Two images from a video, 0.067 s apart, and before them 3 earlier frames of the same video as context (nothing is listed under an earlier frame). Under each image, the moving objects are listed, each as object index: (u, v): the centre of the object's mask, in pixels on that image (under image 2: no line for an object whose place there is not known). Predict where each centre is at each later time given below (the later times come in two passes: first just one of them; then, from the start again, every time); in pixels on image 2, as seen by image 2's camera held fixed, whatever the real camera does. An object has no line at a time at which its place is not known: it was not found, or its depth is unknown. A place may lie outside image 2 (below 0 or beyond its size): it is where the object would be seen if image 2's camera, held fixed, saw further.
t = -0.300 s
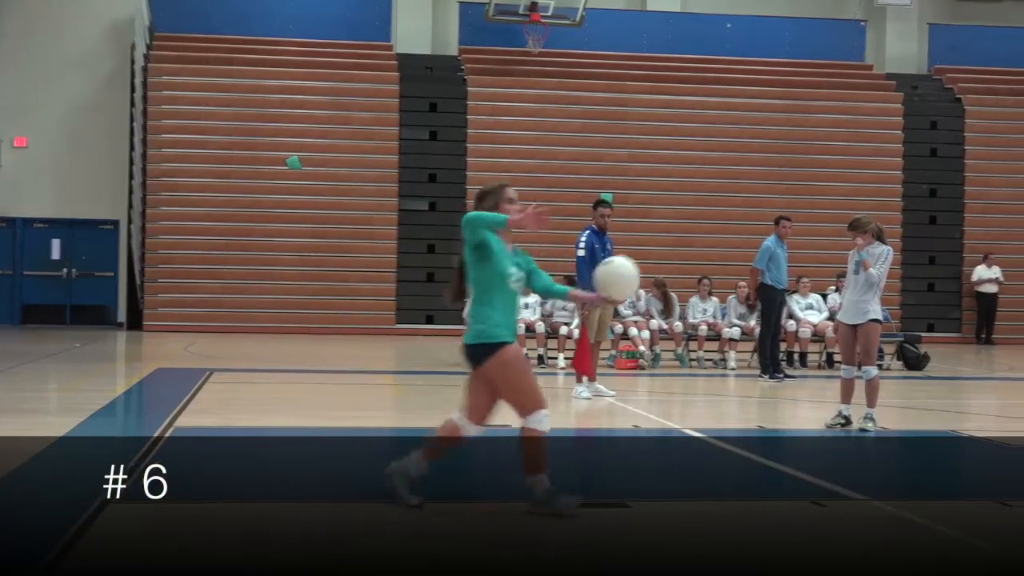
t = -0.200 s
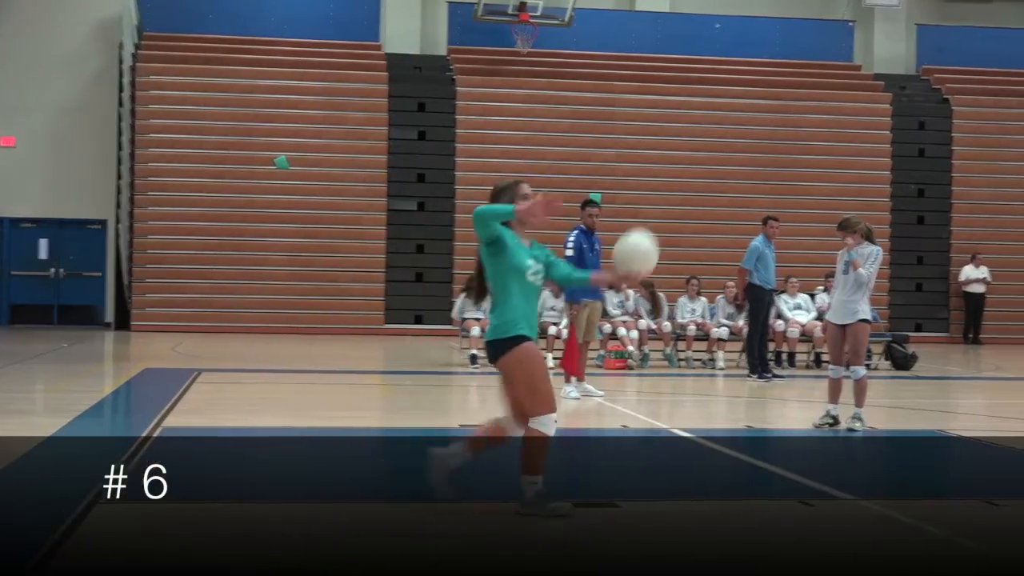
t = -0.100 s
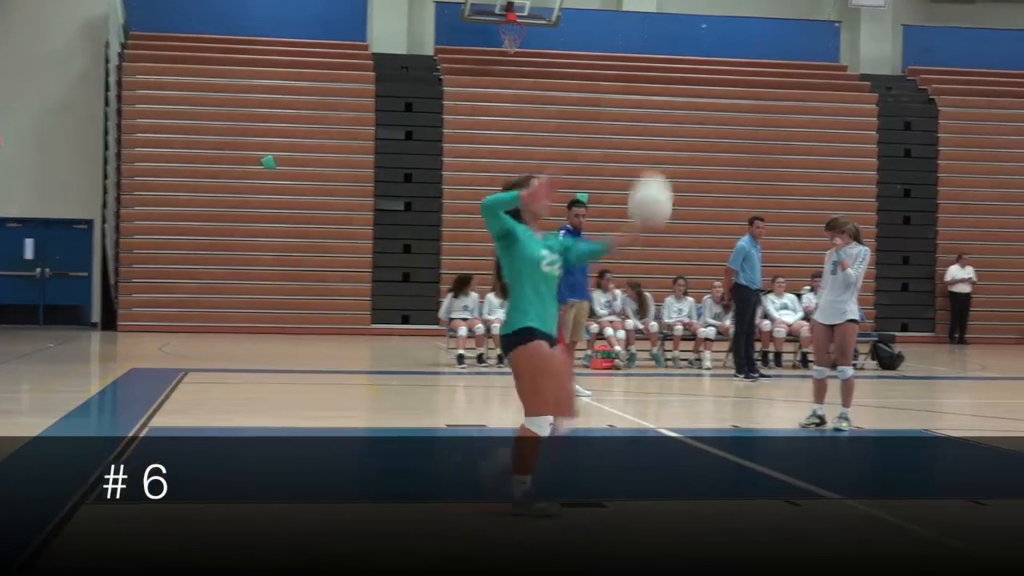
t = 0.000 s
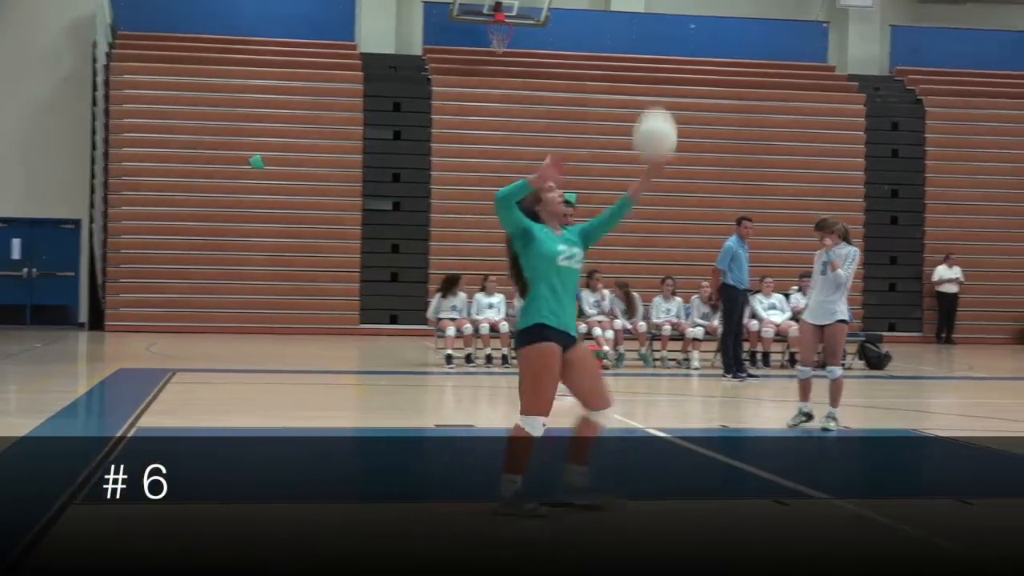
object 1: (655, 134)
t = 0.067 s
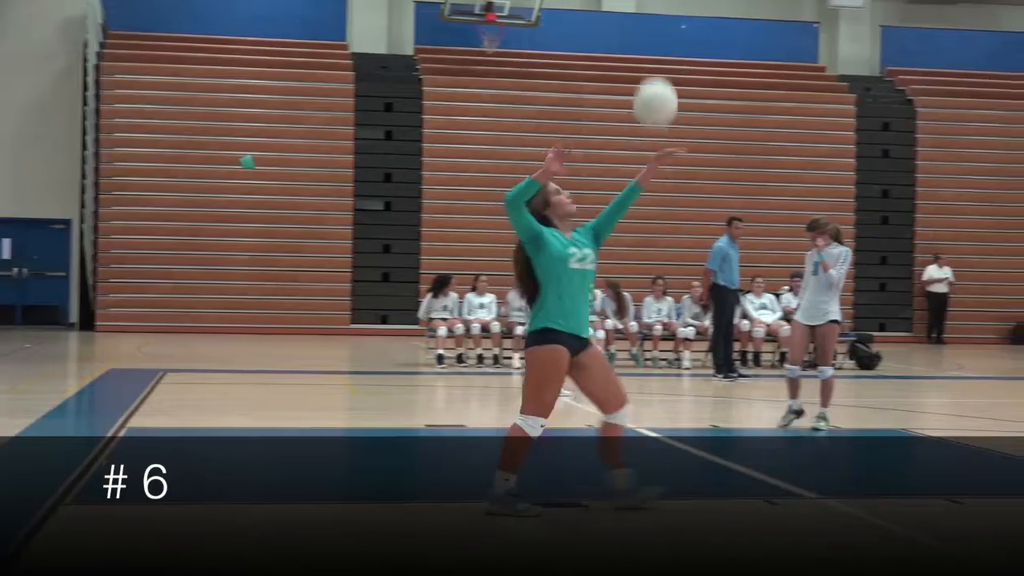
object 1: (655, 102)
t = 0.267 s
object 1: (682, 60)
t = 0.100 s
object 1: (660, 89)
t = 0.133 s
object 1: (664, 79)
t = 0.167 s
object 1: (669, 72)
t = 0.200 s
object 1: (673, 65)
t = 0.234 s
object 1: (678, 62)
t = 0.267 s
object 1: (682, 60)
